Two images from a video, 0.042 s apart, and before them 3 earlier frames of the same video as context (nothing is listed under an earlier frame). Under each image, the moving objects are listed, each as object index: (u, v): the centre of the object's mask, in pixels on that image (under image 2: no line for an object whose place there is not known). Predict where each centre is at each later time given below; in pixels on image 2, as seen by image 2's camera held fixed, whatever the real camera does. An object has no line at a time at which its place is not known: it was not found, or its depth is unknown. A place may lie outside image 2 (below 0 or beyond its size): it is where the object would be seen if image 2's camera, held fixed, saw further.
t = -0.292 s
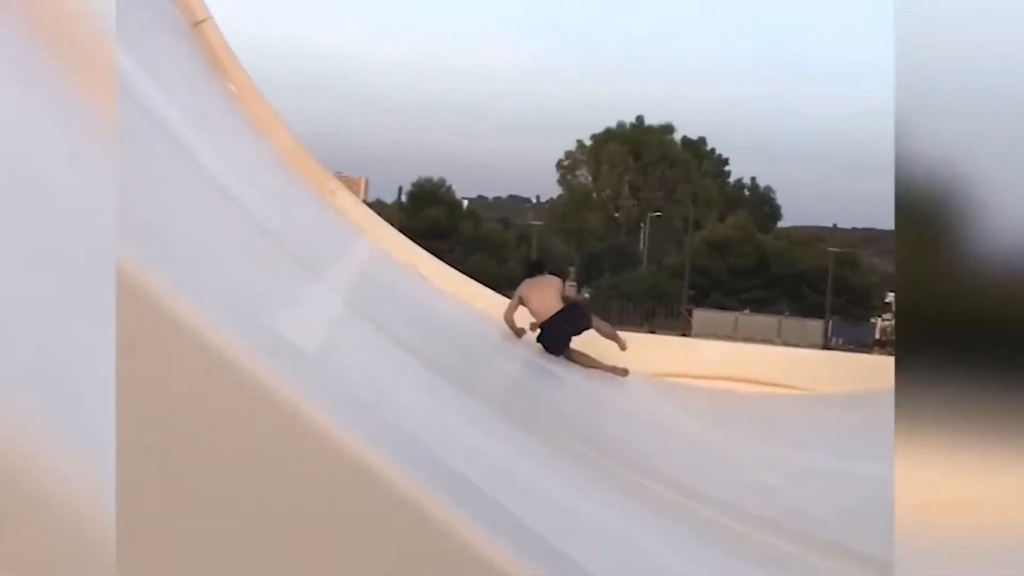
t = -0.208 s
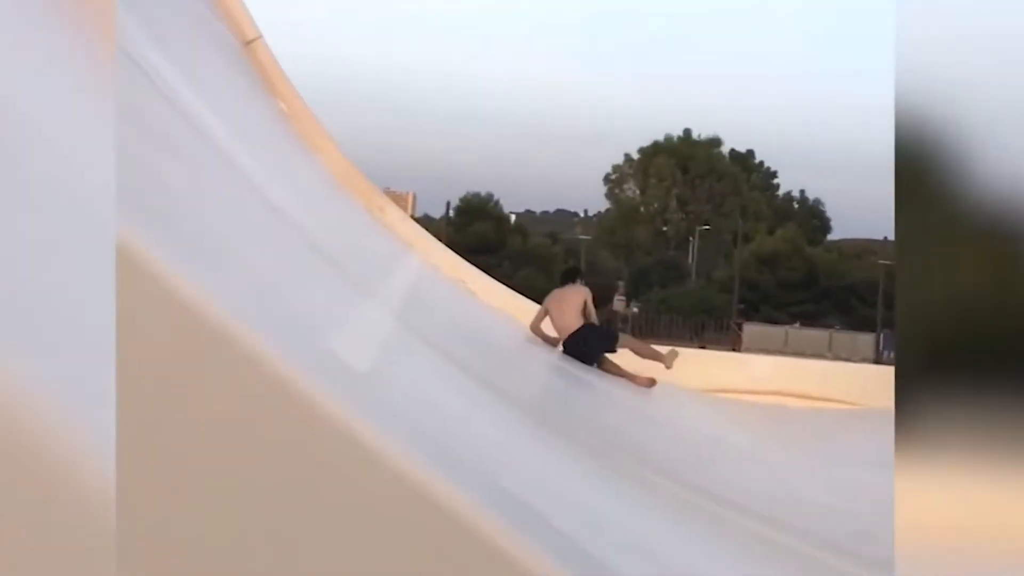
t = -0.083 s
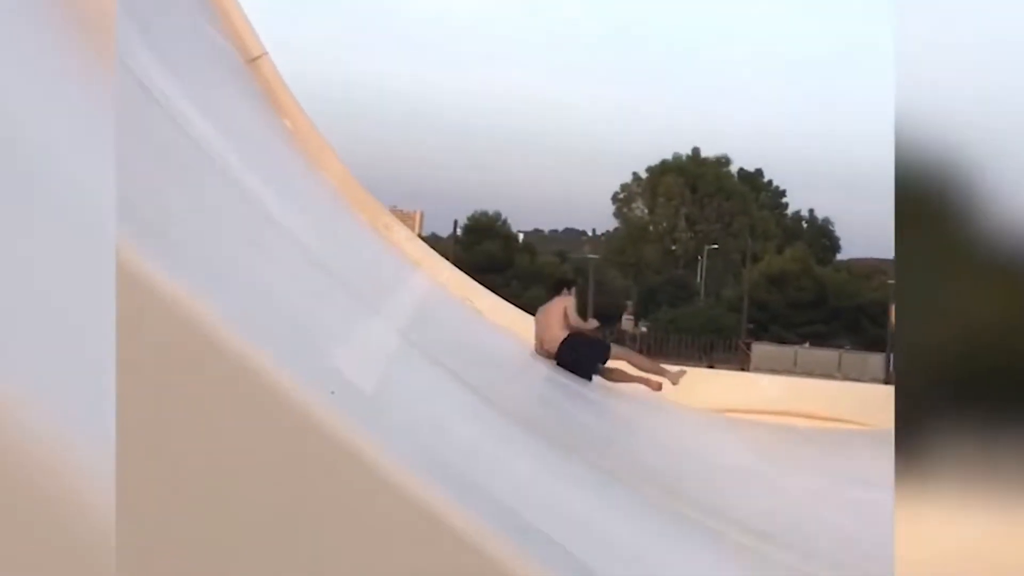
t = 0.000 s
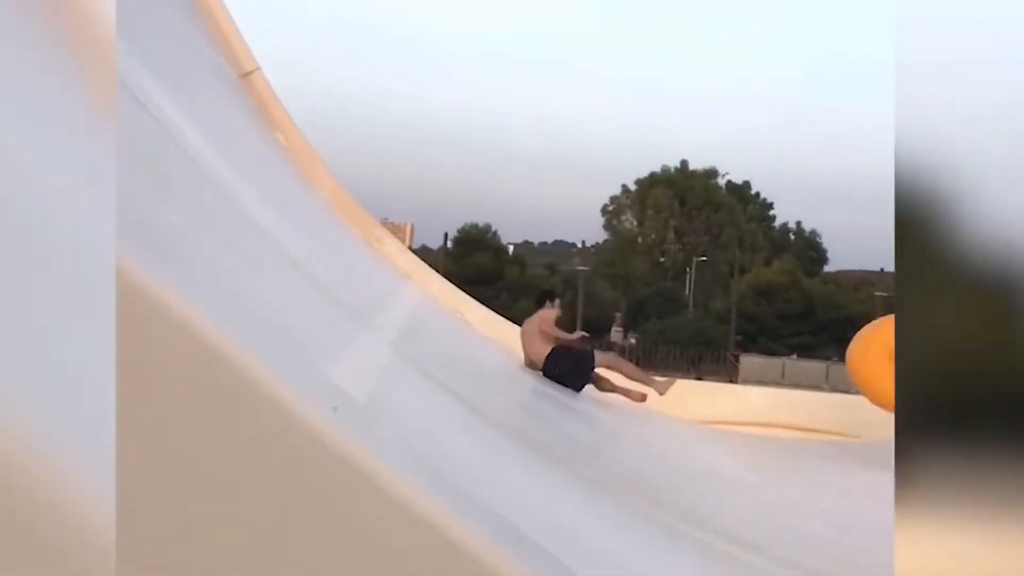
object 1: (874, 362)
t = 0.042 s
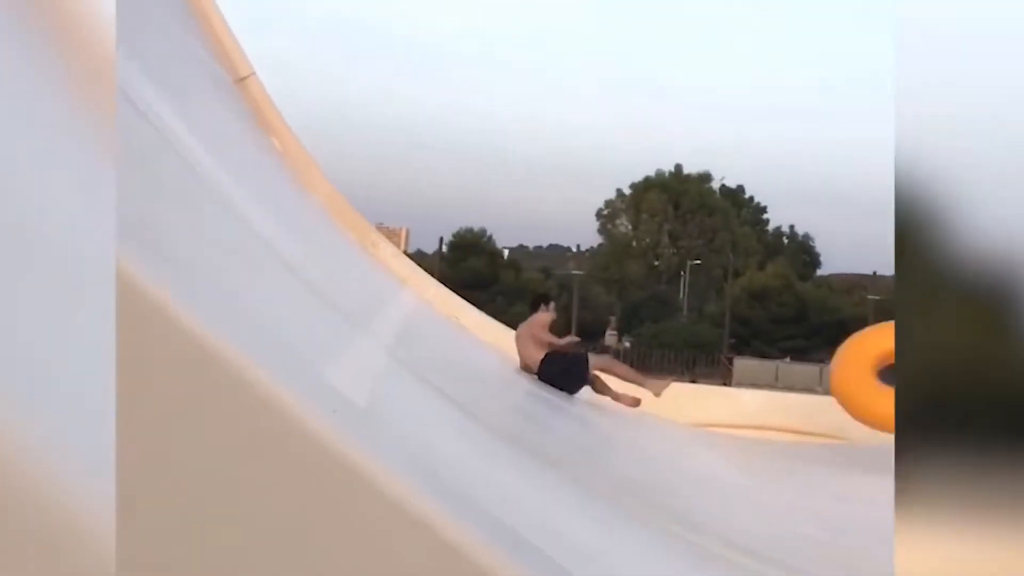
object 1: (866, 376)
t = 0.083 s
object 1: (861, 388)
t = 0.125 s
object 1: (857, 401)
